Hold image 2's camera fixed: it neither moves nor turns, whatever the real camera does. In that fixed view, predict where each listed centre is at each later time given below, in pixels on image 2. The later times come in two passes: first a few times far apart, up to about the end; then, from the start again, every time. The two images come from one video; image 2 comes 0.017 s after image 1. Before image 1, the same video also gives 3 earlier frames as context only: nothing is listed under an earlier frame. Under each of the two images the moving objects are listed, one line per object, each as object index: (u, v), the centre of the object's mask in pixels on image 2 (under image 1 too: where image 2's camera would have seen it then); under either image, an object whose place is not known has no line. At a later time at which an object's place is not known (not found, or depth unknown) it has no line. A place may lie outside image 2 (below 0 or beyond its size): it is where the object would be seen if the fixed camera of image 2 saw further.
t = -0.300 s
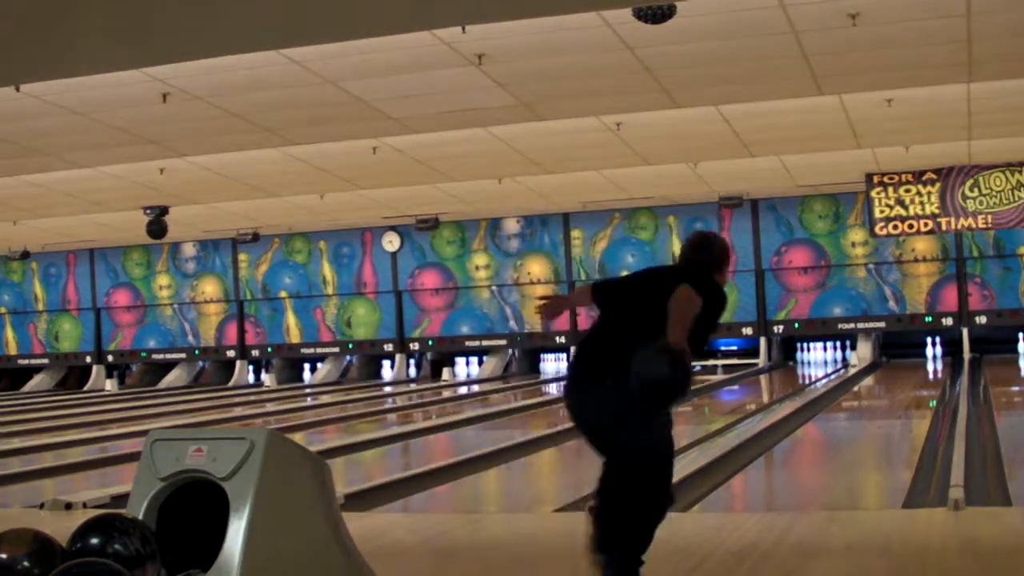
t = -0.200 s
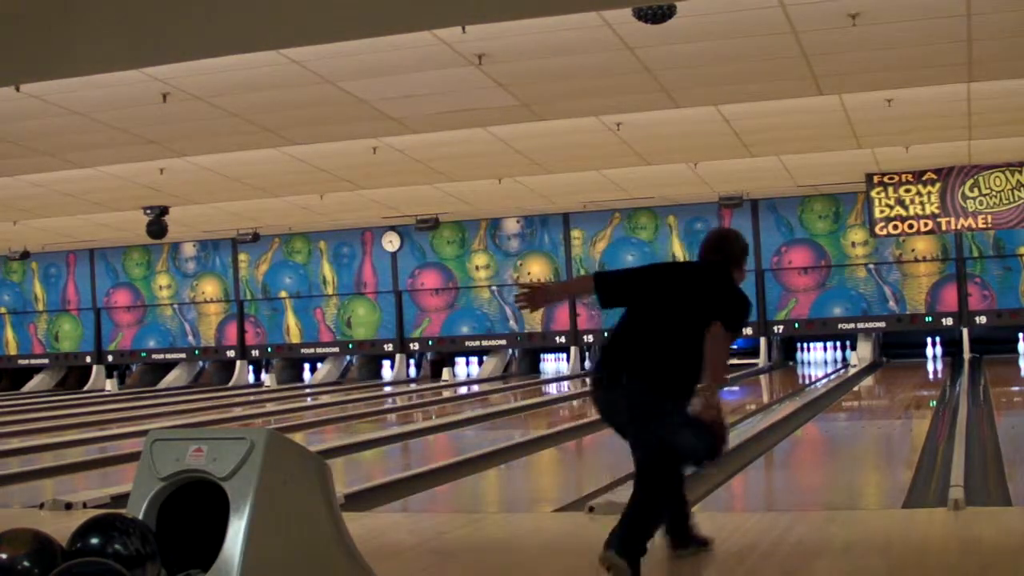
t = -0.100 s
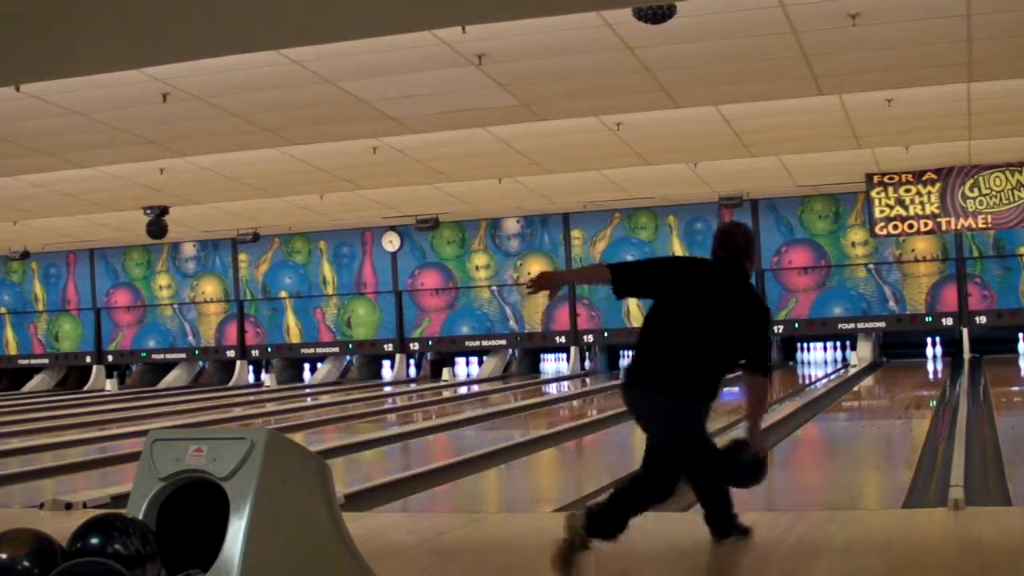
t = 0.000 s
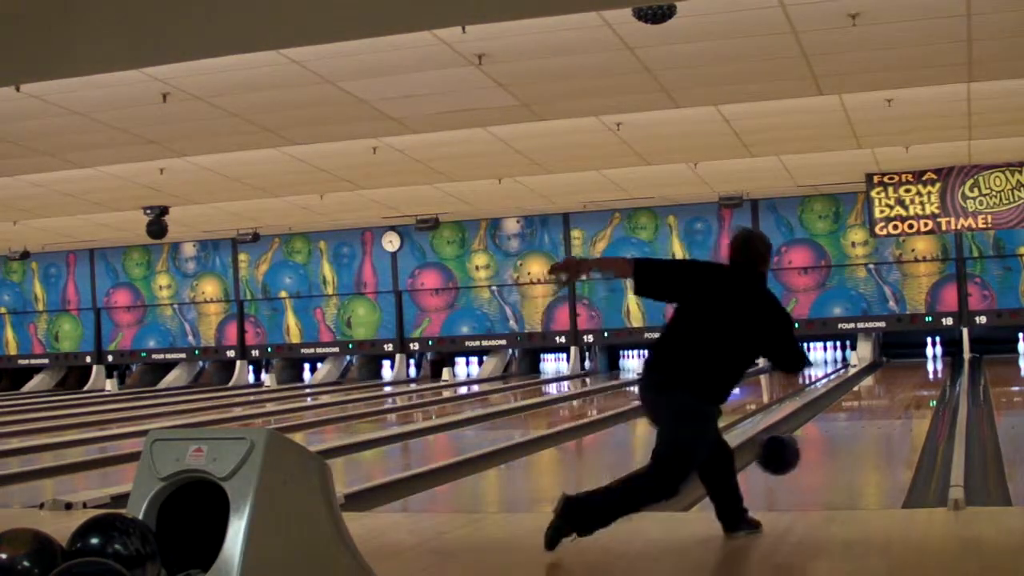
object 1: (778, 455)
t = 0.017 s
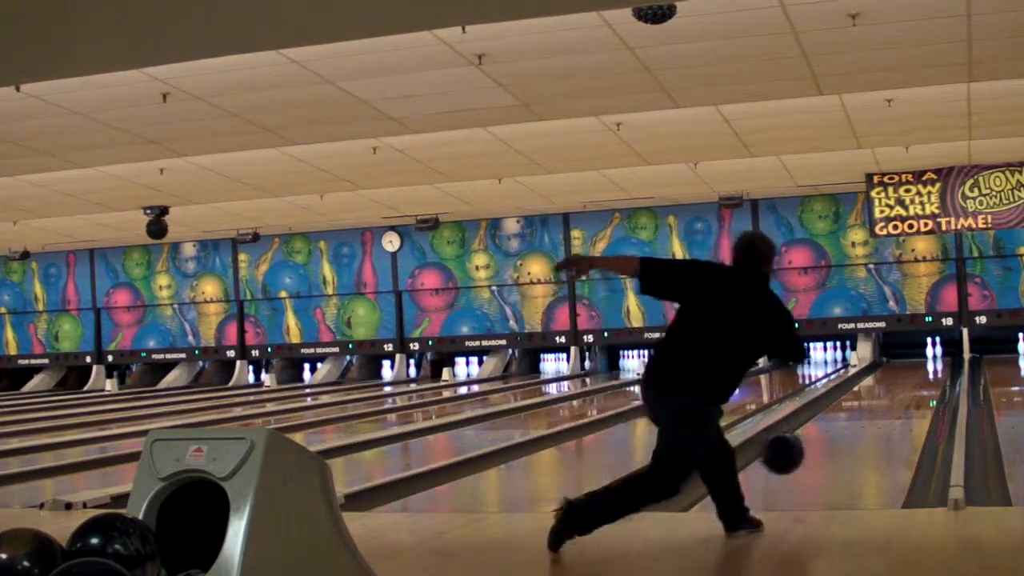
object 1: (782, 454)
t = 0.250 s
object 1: (833, 451)
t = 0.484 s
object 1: (865, 428)
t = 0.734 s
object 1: (889, 408)
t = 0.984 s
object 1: (904, 395)
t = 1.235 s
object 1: (916, 383)
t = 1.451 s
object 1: (924, 375)
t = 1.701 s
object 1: (930, 367)
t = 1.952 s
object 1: (934, 363)
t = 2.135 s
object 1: (936, 359)
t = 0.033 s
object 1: (787, 453)
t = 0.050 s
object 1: (791, 453)
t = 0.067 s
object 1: (795, 454)
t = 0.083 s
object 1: (799, 454)
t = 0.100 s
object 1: (803, 456)
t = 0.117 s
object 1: (807, 459)
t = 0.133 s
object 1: (811, 462)
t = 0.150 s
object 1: (814, 465)
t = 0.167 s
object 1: (818, 468)
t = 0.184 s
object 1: (821, 463)
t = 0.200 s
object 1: (825, 459)
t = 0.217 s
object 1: (828, 456)
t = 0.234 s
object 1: (830, 453)
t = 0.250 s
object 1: (833, 451)
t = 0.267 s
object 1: (836, 449)
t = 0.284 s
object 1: (838, 448)
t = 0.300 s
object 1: (841, 447)
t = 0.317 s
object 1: (844, 446)
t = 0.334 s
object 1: (846, 444)
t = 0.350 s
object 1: (849, 442)
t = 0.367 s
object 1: (851, 440)
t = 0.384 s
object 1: (853, 438)
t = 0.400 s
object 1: (855, 437)
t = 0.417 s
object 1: (857, 434)
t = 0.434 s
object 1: (860, 433)
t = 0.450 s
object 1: (861, 431)
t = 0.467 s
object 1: (863, 429)
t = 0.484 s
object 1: (865, 428)
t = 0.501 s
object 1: (867, 427)
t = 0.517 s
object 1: (869, 425)
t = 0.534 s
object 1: (871, 423)
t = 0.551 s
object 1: (872, 422)
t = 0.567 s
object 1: (874, 421)
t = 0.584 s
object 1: (875, 419)
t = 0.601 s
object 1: (877, 418)
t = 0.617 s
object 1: (879, 416)
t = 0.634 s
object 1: (880, 415)
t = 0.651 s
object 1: (882, 414)
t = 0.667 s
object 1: (882, 413)
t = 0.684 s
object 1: (884, 411)
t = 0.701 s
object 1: (886, 410)
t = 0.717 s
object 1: (887, 409)
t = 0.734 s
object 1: (889, 408)
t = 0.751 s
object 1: (890, 407)
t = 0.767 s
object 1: (891, 406)
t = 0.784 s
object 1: (892, 405)
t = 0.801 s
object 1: (894, 404)
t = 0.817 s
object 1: (895, 403)
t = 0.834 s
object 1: (896, 402)
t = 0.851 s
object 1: (897, 401)
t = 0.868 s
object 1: (898, 401)
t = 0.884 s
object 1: (898, 399)
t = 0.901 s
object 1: (900, 398)
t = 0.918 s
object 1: (900, 397)
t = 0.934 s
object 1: (901, 397)
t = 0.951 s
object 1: (902, 396)
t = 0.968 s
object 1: (903, 395)
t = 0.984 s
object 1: (904, 395)
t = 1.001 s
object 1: (905, 393)
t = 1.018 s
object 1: (906, 393)
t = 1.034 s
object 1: (907, 392)
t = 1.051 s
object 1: (908, 391)
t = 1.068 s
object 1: (909, 390)
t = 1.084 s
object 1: (910, 390)
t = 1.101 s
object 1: (910, 389)
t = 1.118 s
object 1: (911, 387)
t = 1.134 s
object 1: (912, 387)
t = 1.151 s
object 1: (912, 386)
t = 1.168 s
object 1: (913, 386)
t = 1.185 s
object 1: (914, 386)
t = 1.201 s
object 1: (915, 384)
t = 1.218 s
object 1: (915, 384)
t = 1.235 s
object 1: (916, 383)
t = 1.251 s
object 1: (917, 383)
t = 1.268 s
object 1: (917, 383)
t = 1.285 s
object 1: (918, 382)
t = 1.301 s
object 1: (919, 382)
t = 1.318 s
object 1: (921, 381)
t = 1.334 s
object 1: (922, 379)
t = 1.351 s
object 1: (921, 379)
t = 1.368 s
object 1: (922, 378)
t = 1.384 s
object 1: (922, 377)
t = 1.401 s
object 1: (923, 376)
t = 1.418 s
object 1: (923, 376)
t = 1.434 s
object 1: (924, 375)
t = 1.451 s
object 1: (924, 375)
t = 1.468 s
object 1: (925, 374)
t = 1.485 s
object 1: (927, 374)
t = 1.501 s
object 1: (926, 373)
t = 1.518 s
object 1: (927, 373)
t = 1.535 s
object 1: (927, 373)
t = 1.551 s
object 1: (927, 372)
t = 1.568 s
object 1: (928, 371)
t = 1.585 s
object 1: (928, 371)
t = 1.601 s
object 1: (928, 371)
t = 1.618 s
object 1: (928, 371)
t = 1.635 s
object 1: (929, 370)
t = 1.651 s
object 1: (929, 370)
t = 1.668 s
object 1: (929, 369)
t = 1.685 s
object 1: (930, 369)
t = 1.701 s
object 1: (930, 367)
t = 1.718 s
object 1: (930, 367)
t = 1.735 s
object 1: (930, 367)
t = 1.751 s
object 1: (931, 367)
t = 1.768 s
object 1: (932, 366)
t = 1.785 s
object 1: (934, 366)
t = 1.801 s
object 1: (933, 366)
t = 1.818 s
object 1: (933, 365)
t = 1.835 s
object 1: (934, 365)
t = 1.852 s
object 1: (934, 365)
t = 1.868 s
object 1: (934, 364)
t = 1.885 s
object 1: (934, 364)
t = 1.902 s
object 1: (934, 363)
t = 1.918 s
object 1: (934, 364)
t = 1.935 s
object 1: (934, 364)
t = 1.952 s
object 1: (934, 363)
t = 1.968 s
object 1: (934, 363)
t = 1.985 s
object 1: (935, 362)
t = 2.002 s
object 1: (935, 362)
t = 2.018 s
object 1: (936, 361)
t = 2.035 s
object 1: (936, 360)
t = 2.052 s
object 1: (936, 360)
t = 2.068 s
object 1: (936, 360)
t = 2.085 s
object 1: (936, 360)
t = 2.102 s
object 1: (936, 359)
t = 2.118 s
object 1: (936, 359)
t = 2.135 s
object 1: (936, 359)
